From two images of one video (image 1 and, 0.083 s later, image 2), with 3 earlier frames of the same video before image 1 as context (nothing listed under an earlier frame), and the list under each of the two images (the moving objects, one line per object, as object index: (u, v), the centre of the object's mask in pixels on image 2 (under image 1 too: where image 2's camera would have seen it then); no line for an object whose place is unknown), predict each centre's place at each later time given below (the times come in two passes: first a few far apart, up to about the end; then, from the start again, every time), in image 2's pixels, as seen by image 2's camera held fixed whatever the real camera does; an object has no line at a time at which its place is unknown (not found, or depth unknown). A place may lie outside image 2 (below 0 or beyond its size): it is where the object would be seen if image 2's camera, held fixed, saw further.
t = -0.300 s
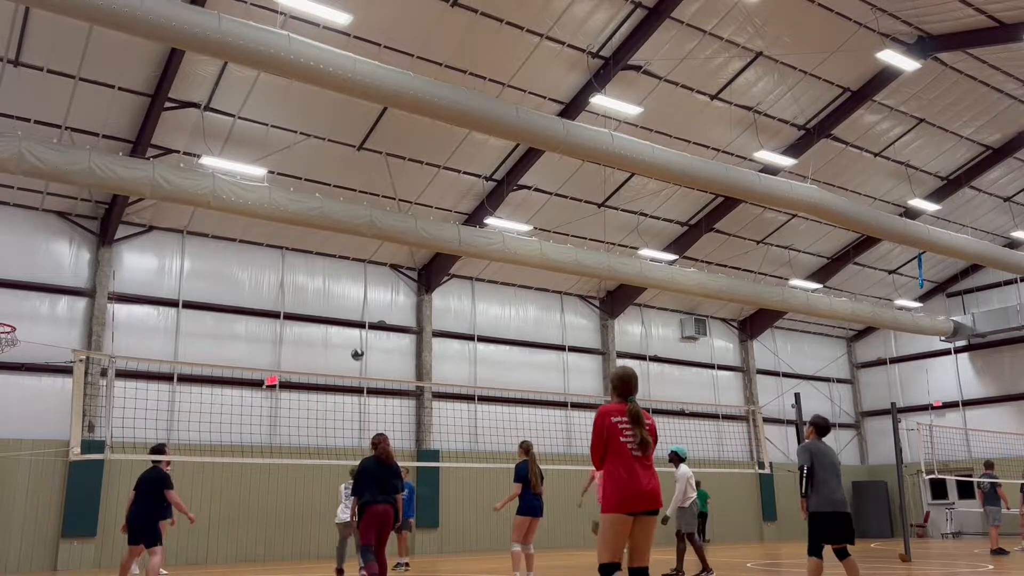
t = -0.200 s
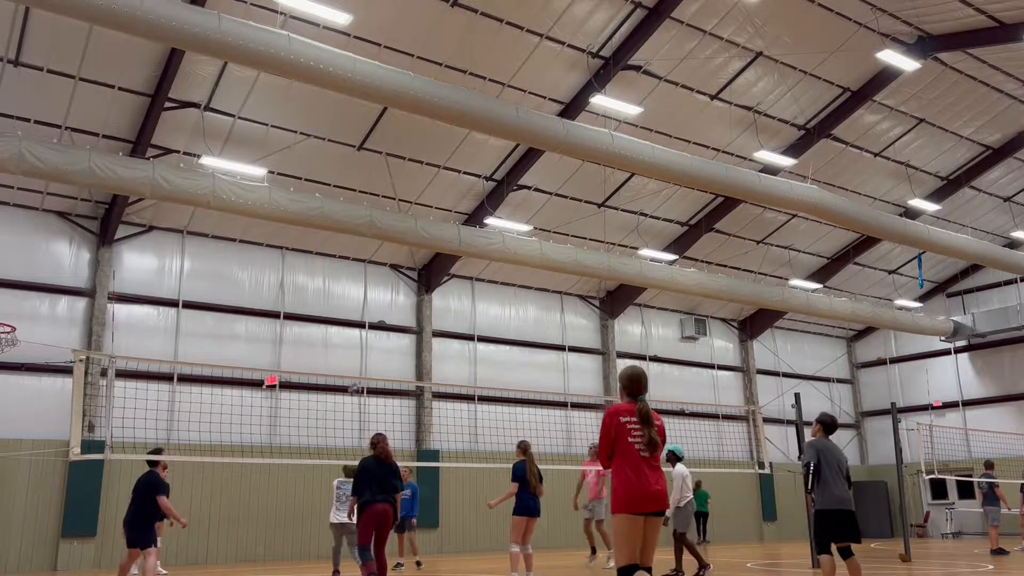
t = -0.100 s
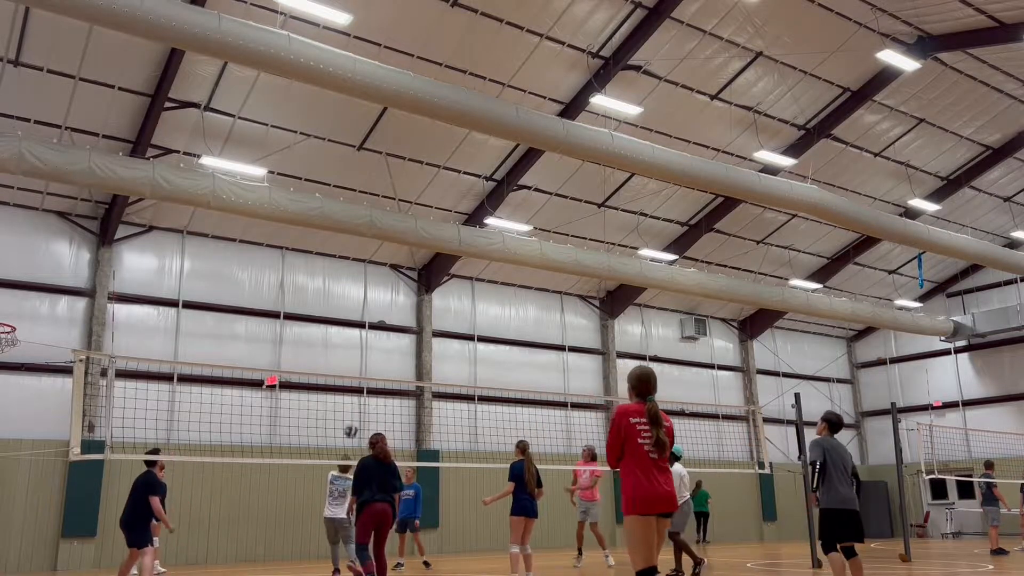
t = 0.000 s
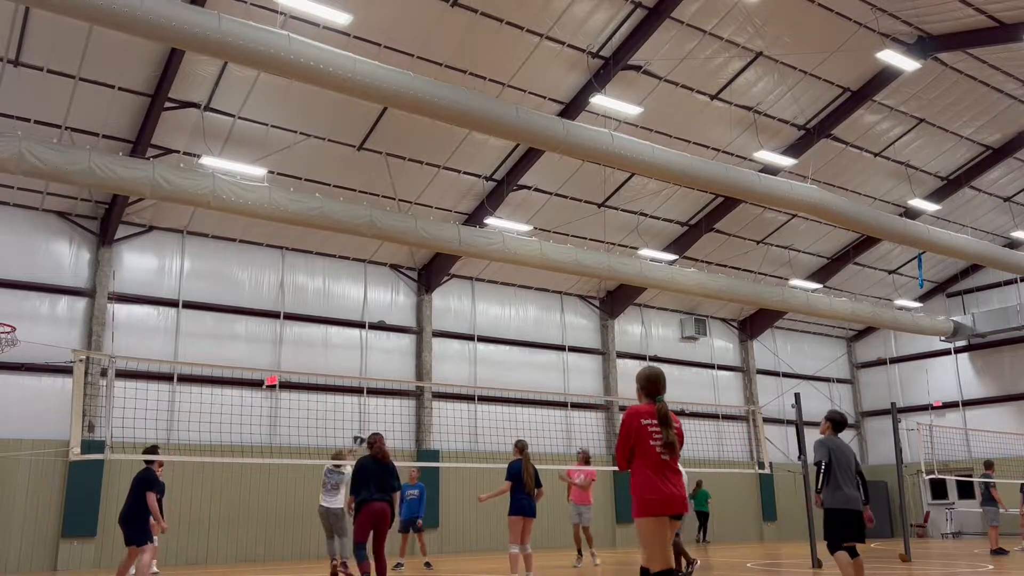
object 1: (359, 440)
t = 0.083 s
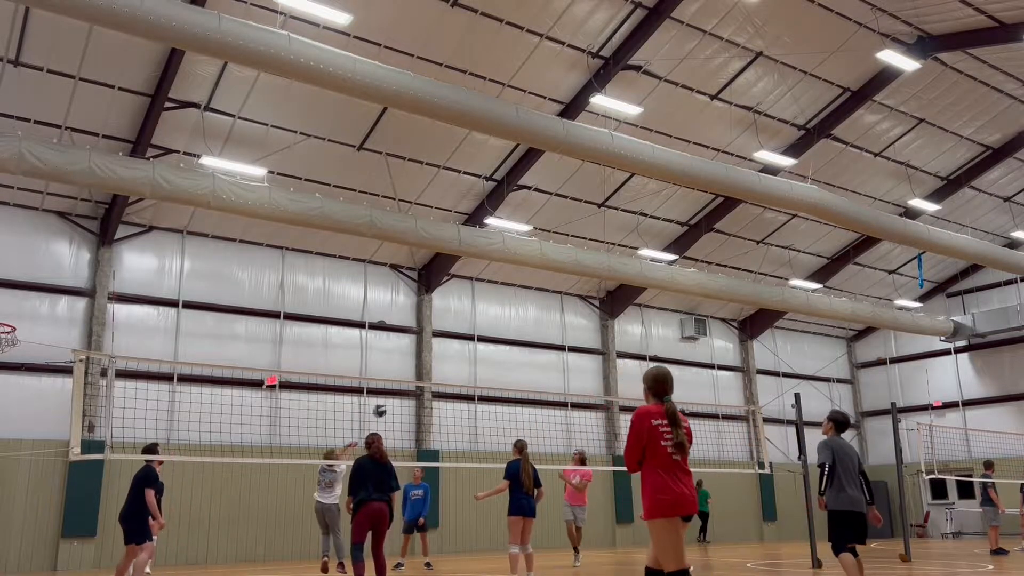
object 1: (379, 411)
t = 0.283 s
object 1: (428, 360)
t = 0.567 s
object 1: (499, 333)
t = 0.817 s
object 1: (568, 357)
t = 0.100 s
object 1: (383, 406)
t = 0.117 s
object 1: (388, 400)
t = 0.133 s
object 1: (392, 396)
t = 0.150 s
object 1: (395, 391)
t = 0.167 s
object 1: (399, 388)
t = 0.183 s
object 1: (404, 383)
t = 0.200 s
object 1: (407, 376)
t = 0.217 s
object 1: (412, 374)
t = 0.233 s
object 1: (416, 371)
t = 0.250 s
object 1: (420, 367)
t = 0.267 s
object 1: (424, 363)
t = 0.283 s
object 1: (428, 360)
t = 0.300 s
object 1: (432, 358)
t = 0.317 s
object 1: (436, 355)
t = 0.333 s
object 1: (440, 352)
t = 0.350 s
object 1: (444, 350)
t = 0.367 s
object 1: (448, 347)
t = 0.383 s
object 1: (452, 345)
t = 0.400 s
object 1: (457, 343)
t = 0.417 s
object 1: (461, 341)
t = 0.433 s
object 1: (465, 340)
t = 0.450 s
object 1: (469, 339)
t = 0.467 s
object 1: (474, 337)
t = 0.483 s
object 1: (478, 336)
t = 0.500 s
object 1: (482, 334)
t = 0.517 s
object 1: (486, 335)
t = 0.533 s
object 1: (491, 333)
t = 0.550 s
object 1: (495, 334)
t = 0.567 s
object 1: (499, 333)
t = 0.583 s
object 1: (504, 334)
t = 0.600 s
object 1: (508, 335)
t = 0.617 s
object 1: (512, 334)
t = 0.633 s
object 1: (517, 335)
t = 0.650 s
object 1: (522, 336)
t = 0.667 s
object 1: (526, 337)
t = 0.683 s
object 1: (530, 339)
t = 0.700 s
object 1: (535, 340)
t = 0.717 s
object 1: (539, 342)
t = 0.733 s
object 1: (544, 344)
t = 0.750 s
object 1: (549, 347)
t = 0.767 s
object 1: (554, 349)
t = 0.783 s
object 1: (558, 351)
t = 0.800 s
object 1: (563, 354)
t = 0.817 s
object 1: (568, 357)
